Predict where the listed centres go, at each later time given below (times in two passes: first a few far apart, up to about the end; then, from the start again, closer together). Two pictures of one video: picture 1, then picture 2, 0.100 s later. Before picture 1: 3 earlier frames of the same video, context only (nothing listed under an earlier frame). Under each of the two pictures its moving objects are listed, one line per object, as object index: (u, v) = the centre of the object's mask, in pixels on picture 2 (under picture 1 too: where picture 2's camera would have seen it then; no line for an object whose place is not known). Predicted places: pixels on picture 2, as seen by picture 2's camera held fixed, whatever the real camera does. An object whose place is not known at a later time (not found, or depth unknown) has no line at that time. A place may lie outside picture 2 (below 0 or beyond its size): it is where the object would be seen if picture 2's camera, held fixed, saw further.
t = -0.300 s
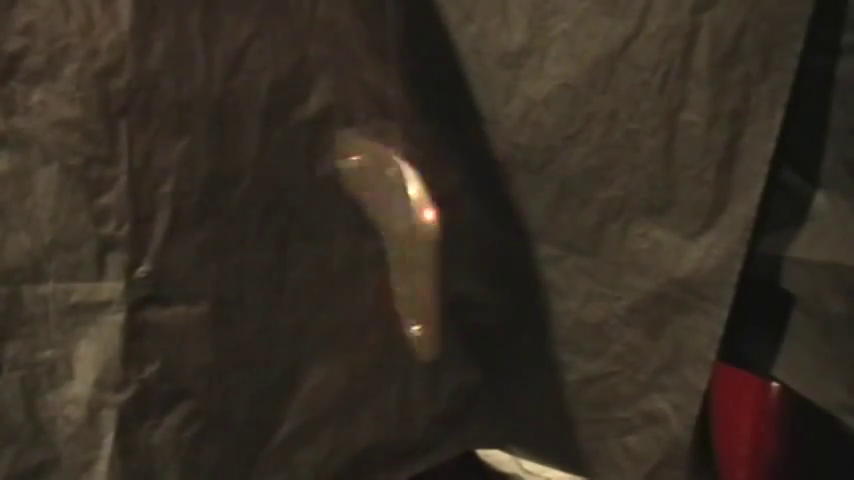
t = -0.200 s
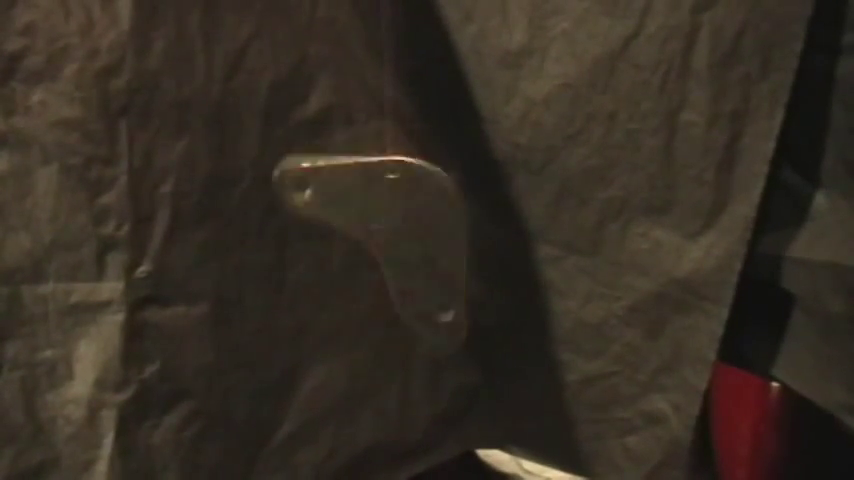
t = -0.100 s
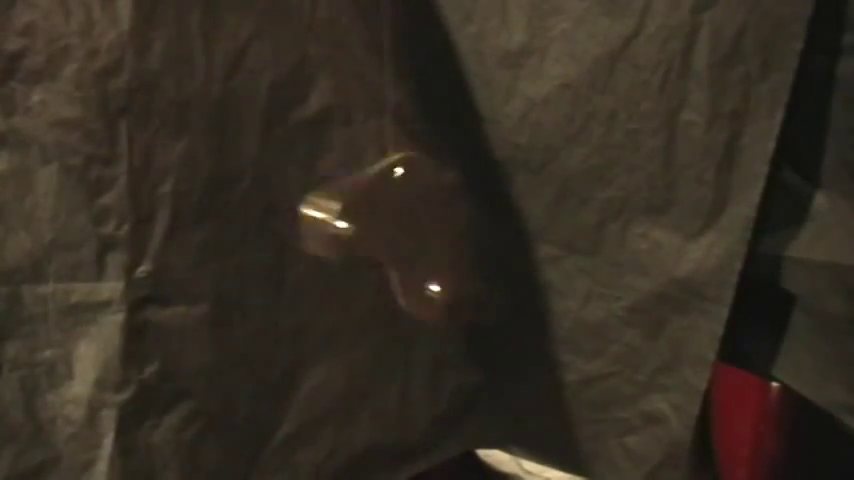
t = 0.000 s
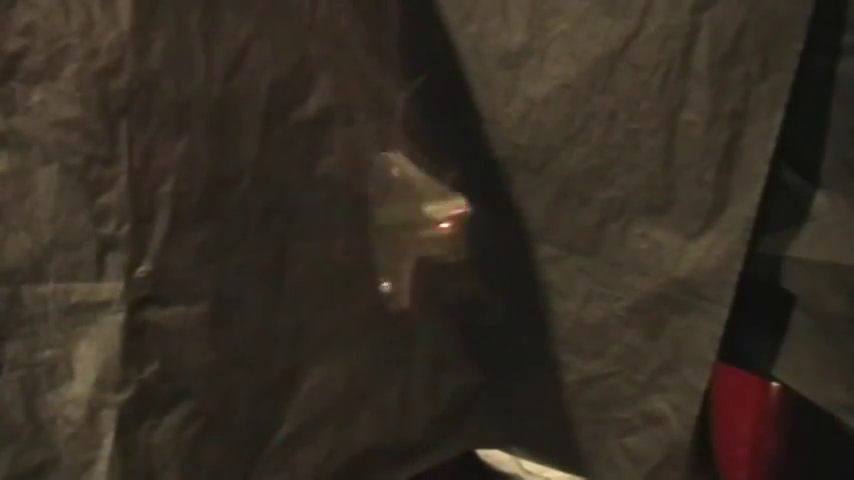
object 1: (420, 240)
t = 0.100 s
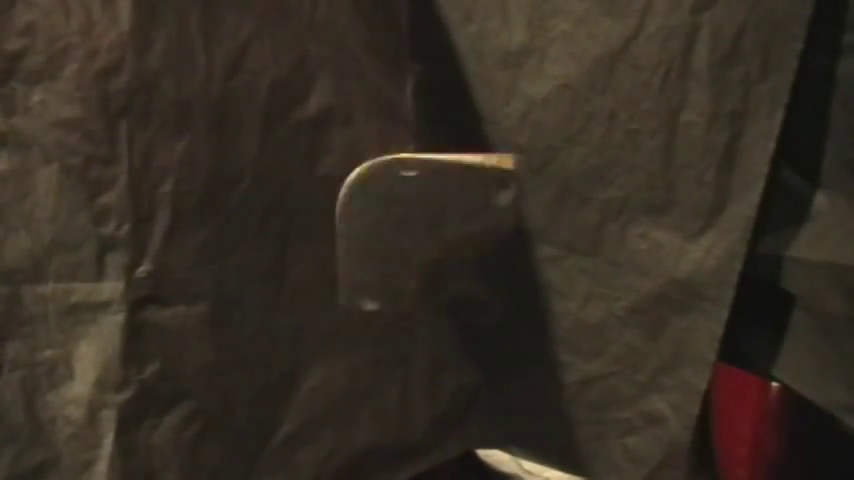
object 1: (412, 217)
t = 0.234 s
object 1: (416, 222)
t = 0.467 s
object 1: (418, 218)
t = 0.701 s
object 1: (431, 227)
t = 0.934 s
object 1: (402, 229)
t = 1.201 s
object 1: (407, 228)
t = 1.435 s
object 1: (407, 221)
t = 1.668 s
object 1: (416, 223)
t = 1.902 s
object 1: (428, 213)
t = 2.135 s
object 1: (411, 224)
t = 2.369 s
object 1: (410, 228)
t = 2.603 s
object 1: (396, 197)
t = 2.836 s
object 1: (407, 226)
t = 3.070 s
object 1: (422, 221)
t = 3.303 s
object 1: (419, 217)
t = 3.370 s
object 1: (416, 223)
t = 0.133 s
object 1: (414, 217)
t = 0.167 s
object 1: (412, 225)
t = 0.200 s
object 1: (414, 225)
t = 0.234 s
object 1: (416, 222)
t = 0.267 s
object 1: (418, 233)
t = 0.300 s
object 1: (423, 223)
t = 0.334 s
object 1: (421, 222)
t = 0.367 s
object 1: (421, 220)
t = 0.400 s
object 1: (420, 217)
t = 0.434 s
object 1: (420, 216)
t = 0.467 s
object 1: (418, 218)
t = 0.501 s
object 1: (423, 222)
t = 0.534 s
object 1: (436, 228)
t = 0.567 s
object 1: (448, 231)
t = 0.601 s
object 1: (441, 236)
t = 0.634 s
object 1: (434, 230)
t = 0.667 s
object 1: (432, 228)
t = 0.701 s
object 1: (431, 227)
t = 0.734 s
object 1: (431, 227)
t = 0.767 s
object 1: (416, 224)
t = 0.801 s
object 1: (413, 226)
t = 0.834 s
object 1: (412, 229)
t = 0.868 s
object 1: (409, 234)
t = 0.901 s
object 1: (408, 232)
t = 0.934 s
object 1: (402, 229)
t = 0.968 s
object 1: (398, 228)
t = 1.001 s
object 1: (398, 229)
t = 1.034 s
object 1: (396, 229)
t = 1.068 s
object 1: (393, 229)
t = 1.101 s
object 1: (400, 231)
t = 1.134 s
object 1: (413, 234)
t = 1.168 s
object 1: (428, 238)
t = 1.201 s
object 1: (407, 228)
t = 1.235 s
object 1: (407, 227)
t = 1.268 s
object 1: (406, 226)
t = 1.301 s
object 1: (403, 221)
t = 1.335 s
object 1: (406, 224)
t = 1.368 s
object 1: (404, 229)
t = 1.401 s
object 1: (405, 228)
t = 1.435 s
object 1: (407, 221)
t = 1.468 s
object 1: (415, 230)
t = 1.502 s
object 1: (414, 229)
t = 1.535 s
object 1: (412, 226)
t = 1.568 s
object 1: (411, 222)
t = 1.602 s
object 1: (412, 220)
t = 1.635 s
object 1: (414, 219)
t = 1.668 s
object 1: (416, 223)
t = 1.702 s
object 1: (426, 226)
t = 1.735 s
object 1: (440, 232)
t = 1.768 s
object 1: (446, 240)
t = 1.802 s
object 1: (431, 217)
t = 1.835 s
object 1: (431, 217)
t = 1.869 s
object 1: (429, 214)
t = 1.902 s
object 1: (428, 213)
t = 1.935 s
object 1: (423, 221)
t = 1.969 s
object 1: (421, 224)
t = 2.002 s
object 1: (420, 224)
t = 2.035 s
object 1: (420, 224)
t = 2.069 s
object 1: (419, 225)
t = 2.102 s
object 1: (413, 224)
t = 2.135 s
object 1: (411, 224)
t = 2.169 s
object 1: (410, 223)
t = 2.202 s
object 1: (409, 223)
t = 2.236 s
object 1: (404, 226)
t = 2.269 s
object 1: (409, 226)
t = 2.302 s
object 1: (428, 233)
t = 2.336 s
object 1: (437, 234)
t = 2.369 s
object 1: (410, 228)
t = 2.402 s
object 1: (407, 227)
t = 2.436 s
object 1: (404, 225)
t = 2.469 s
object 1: (403, 225)
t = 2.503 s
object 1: (402, 228)
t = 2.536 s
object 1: (399, 232)
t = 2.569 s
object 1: (399, 231)
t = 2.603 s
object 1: (396, 197)
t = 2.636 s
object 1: (402, 229)
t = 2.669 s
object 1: (399, 231)
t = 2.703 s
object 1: (399, 229)
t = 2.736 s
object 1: (396, 221)
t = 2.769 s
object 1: (400, 225)
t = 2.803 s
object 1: (399, 225)
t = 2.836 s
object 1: (407, 226)
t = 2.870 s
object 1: (425, 231)
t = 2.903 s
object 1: (438, 241)
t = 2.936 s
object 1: (424, 220)
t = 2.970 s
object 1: (426, 220)
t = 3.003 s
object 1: (424, 216)
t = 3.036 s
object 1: (424, 215)
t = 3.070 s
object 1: (422, 221)
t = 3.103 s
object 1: (423, 221)
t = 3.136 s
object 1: (425, 219)
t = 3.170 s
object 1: (423, 231)
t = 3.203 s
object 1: (426, 223)
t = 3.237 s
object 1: (423, 222)
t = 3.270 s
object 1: (421, 220)
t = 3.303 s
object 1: (419, 217)
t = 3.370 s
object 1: (416, 223)
